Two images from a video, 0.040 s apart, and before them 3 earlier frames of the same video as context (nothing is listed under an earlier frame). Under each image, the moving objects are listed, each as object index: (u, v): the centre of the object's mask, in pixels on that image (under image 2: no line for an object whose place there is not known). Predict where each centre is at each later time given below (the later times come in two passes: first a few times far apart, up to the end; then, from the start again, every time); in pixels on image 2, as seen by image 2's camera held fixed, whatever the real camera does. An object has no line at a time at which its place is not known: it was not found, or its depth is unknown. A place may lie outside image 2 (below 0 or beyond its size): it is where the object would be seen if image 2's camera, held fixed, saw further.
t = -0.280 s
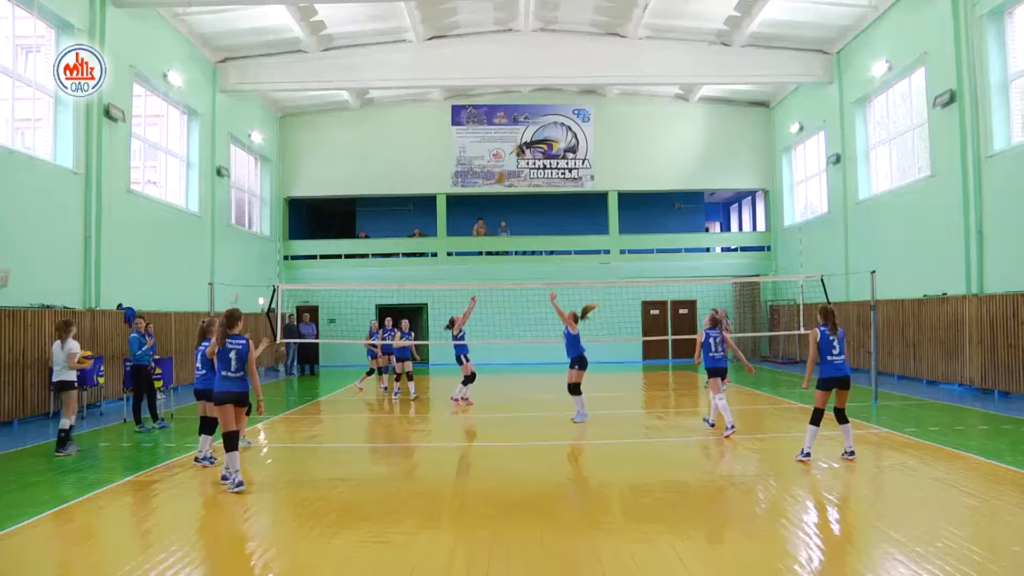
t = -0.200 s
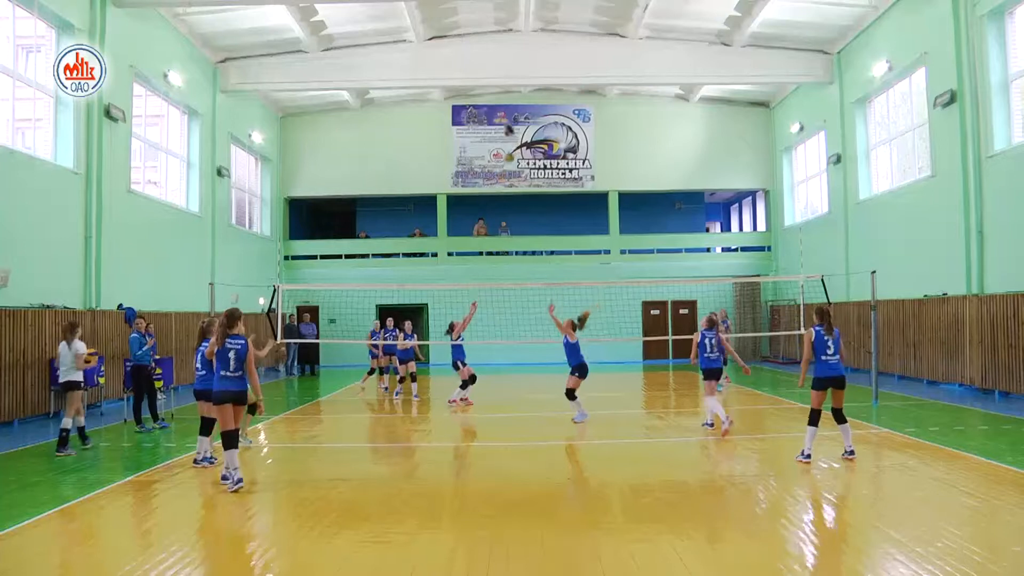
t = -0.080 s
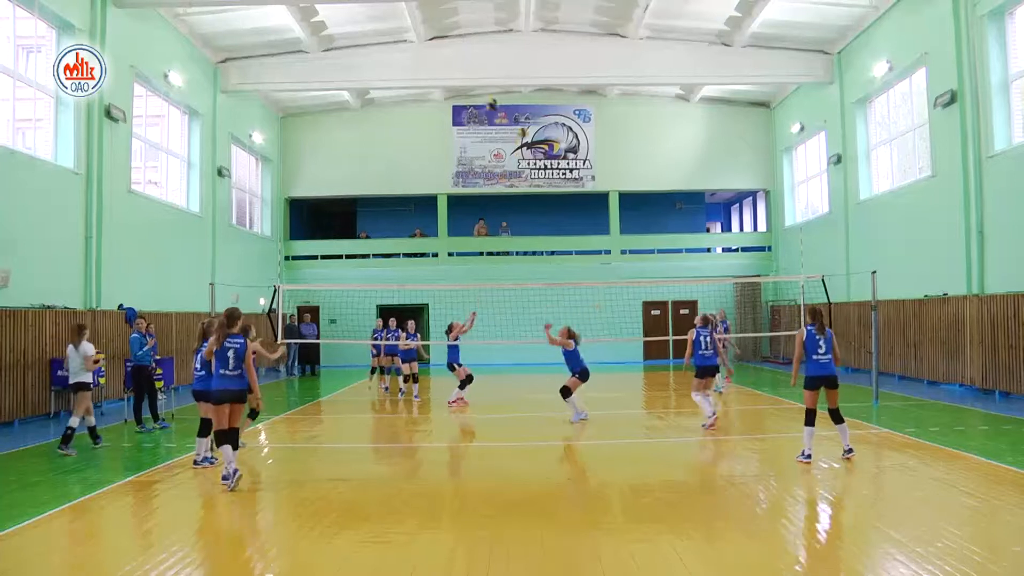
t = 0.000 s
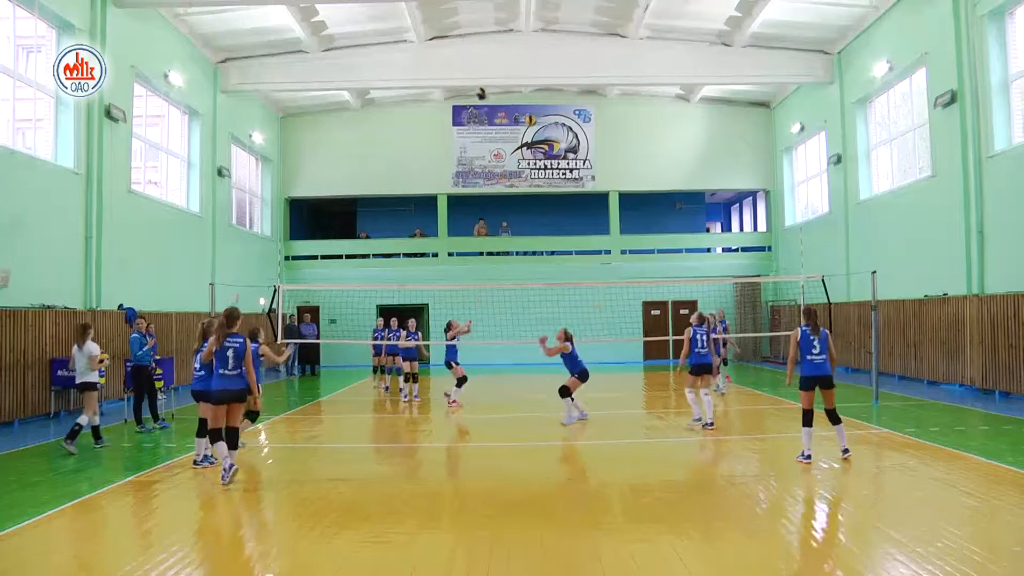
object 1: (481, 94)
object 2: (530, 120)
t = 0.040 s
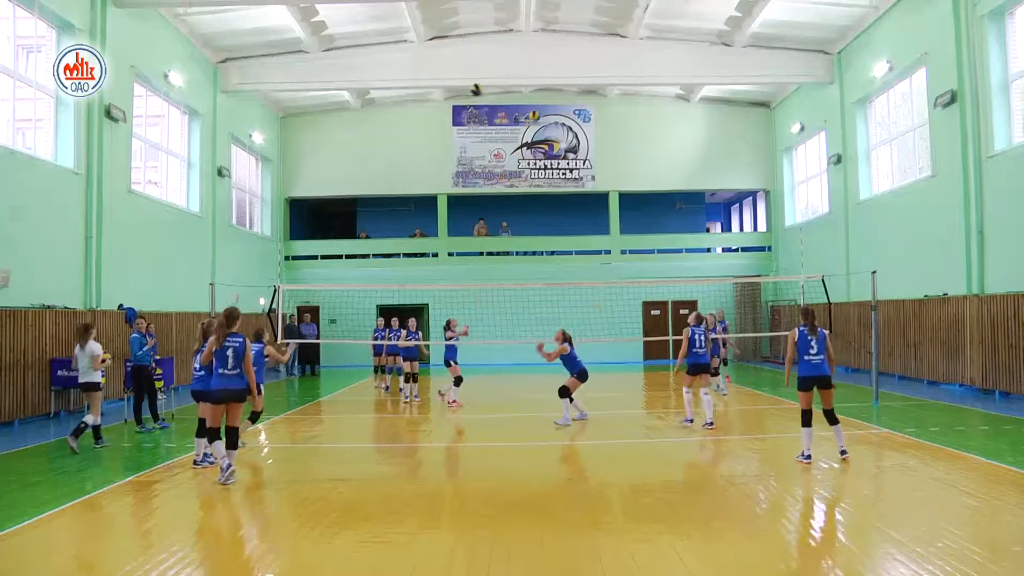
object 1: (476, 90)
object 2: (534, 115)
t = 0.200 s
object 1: (456, 82)
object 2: (551, 104)
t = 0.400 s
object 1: (431, 94)
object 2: (572, 109)
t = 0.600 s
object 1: (407, 129)
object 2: (594, 135)
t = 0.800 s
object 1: (385, 186)
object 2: (615, 182)
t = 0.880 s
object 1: (375, 215)
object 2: (624, 206)
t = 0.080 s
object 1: (471, 86)
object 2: (538, 111)
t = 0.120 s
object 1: (466, 84)
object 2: (543, 108)
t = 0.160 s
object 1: (461, 83)
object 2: (547, 105)
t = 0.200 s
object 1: (456, 82)
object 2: (551, 104)
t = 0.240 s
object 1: (451, 83)
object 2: (556, 103)
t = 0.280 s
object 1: (446, 84)
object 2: (560, 104)
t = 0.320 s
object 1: (440, 87)
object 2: (564, 104)
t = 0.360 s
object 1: (436, 90)
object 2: (568, 107)
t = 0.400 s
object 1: (431, 94)
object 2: (572, 109)
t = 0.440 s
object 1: (426, 99)
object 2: (576, 113)
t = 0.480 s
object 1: (421, 105)
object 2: (580, 117)
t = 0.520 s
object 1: (417, 112)
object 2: (585, 122)
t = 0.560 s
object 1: (412, 120)
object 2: (589, 128)
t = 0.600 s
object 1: (407, 129)
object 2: (594, 135)
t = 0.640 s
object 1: (402, 139)
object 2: (598, 143)
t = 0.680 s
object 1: (398, 149)
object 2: (602, 151)
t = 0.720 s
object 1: (394, 161)
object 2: (606, 161)
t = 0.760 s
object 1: (389, 173)
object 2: (610, 170)
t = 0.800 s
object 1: (385, 186)
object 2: (615, 182)
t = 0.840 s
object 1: (379, 201)
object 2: (619, 194)
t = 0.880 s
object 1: (375, 215)
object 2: (624, 206)
